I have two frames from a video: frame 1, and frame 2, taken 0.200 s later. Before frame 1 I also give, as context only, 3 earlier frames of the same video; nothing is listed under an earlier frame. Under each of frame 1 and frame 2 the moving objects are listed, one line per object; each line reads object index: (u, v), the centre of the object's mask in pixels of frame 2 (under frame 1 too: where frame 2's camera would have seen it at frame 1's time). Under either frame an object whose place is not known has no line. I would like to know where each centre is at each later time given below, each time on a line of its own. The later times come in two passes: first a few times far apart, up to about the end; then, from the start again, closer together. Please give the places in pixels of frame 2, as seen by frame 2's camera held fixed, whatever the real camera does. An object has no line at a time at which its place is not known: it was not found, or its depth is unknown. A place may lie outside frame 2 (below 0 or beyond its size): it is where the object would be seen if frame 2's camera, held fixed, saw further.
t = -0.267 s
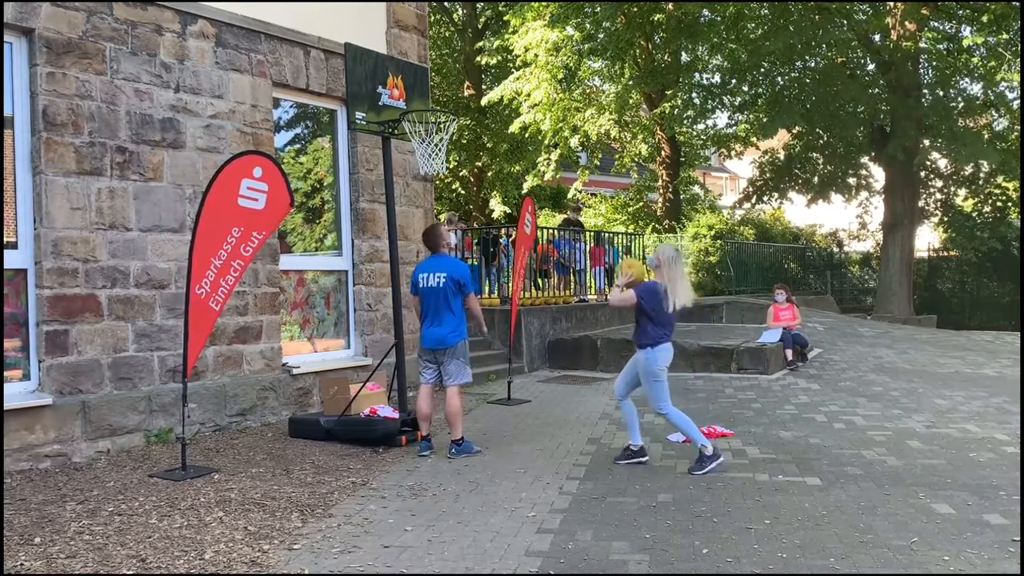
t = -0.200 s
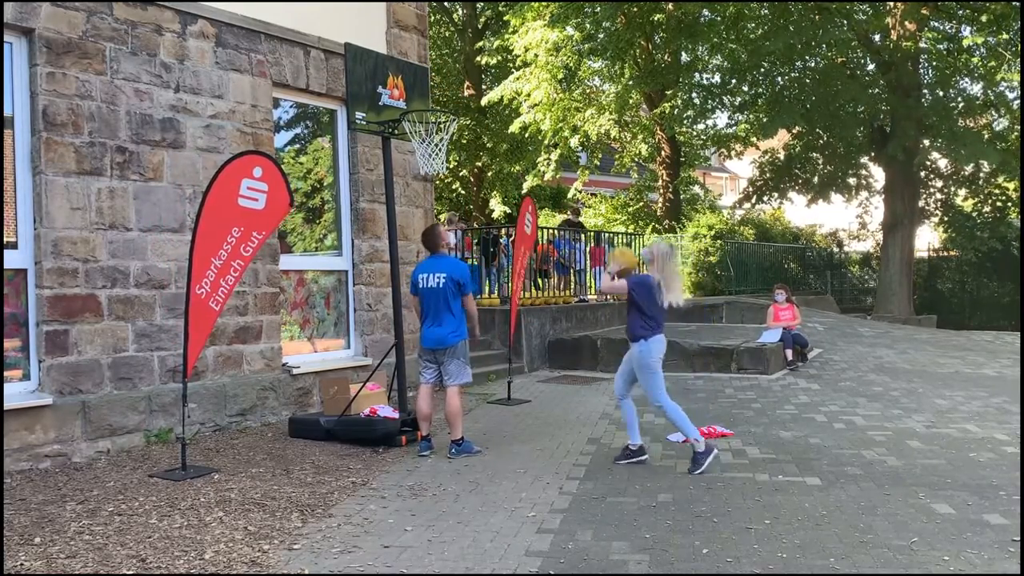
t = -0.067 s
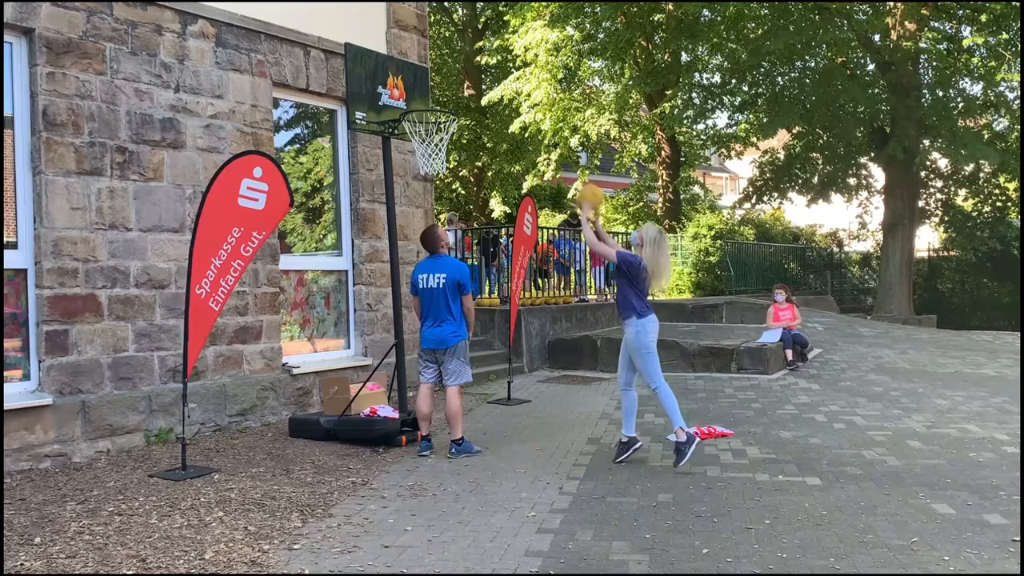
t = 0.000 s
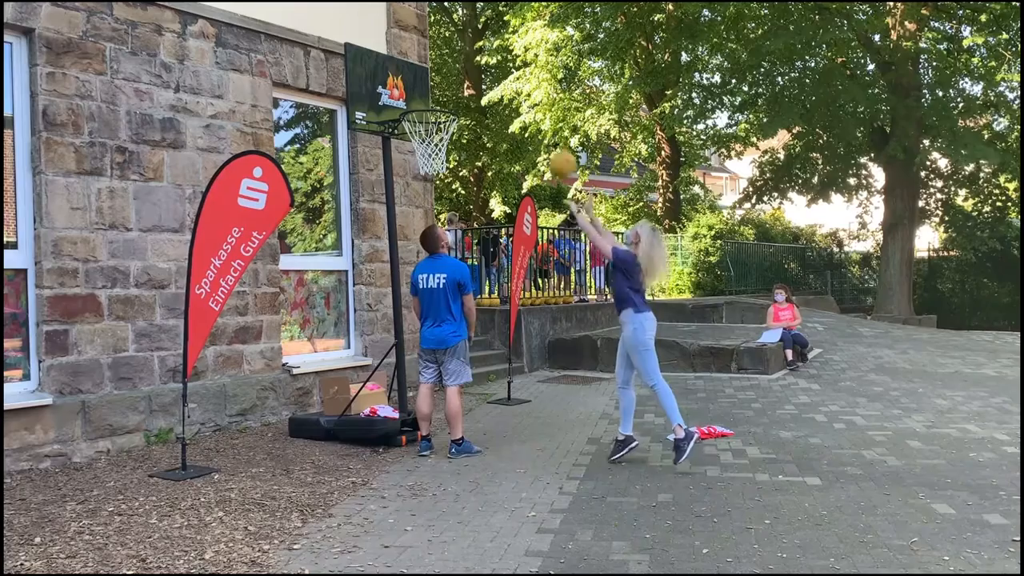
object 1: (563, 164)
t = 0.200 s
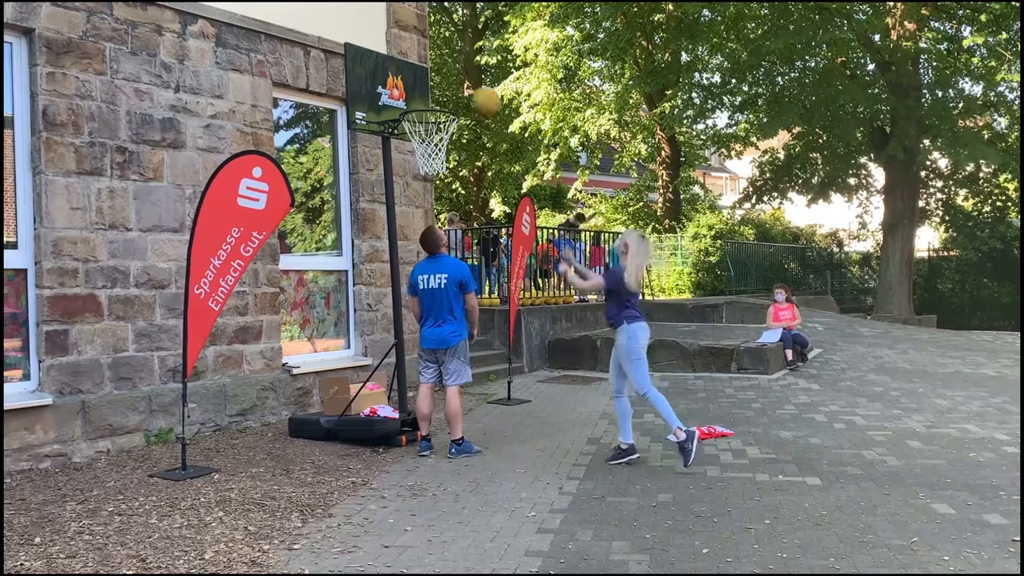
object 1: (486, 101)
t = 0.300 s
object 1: (453, 89)
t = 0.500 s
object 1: (390, 104)
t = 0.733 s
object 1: (376, 71)
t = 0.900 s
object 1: (365, 78)
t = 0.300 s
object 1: (453, 89)
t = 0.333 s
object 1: (442, 88)
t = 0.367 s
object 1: (431, 89)
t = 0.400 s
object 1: (421, 90)
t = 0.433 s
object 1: (412, 94)
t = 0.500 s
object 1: (390, 104)
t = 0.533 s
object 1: (392, 104)
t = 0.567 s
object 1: (388, 96)
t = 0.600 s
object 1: (386, 89)
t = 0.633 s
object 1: (384, 82)
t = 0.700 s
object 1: (378, 73)
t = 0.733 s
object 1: (376, 71)
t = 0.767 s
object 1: (374, 70)
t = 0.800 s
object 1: (372, 69)
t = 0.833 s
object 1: (370, 71)
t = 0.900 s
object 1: (365, 78)
